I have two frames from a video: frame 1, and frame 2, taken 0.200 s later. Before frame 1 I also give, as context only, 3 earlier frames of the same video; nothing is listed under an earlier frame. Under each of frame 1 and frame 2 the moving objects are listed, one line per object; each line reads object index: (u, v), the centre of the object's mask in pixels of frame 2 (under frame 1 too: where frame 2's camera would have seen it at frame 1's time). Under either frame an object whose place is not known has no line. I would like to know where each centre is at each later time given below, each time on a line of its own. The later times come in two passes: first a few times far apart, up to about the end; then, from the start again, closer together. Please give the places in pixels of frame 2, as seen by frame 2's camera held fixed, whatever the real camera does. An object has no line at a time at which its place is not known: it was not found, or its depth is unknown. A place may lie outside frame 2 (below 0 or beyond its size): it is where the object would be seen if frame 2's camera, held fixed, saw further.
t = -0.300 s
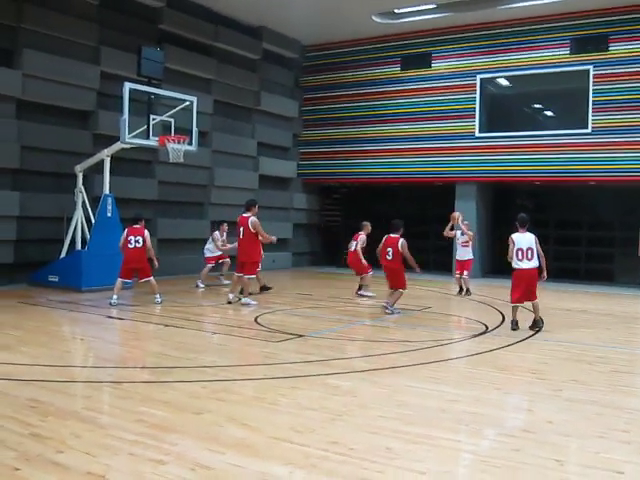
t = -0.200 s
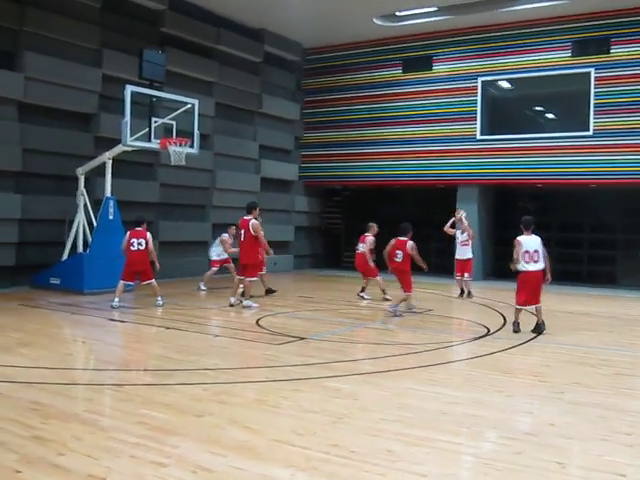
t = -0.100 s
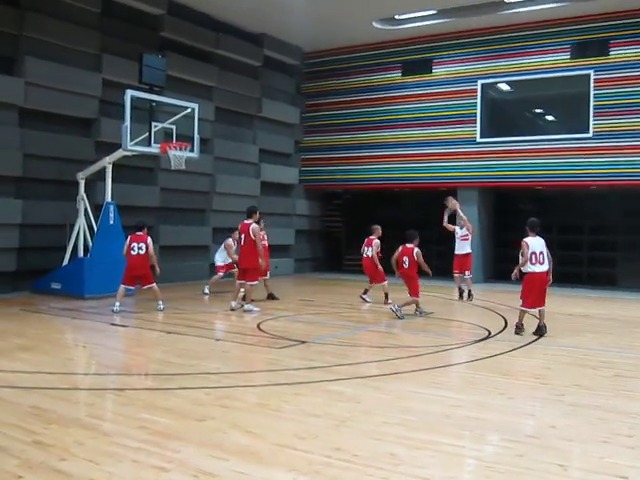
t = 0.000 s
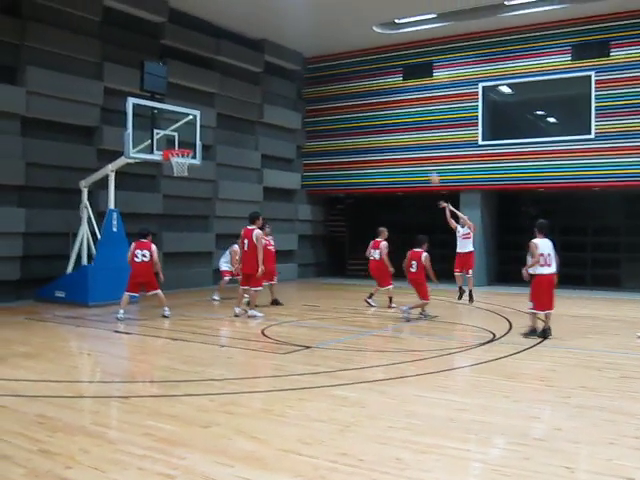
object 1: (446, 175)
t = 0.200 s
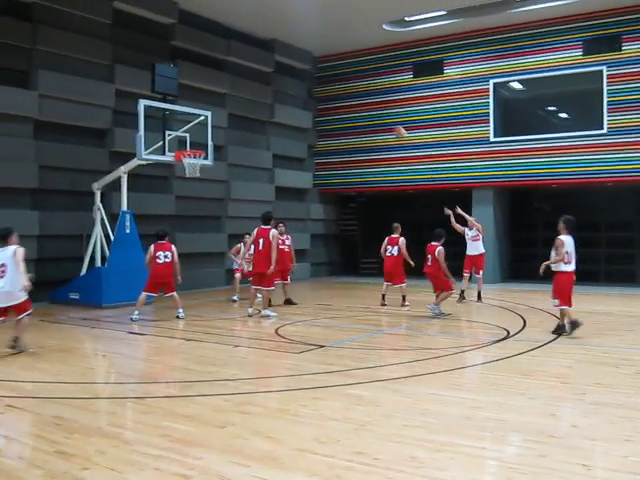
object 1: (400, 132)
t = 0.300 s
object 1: (376, 117)
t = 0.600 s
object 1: (303, 99)
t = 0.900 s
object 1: (230, 123)
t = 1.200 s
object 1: (176, 133)
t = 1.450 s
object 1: (155, 139)
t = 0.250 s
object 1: (388, 124)
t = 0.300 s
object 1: (376, 117)
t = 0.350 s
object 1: (364, 111)
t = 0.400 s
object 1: (352, 106)
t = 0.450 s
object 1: (340, 102)
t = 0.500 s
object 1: (328, 100)
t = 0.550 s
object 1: (316, 100)
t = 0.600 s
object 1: (303, 99)
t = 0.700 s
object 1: (279, 101)
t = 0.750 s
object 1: (266, 105)
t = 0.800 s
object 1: (254, 110)
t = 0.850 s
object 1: (242, 116)
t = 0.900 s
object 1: (230, 123)
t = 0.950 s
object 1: (218, 132)
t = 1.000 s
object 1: (202, 142)
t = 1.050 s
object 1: (196, 142)
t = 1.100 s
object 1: (190, 138)
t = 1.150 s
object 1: (183, 135)
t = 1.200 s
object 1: (176, 133)
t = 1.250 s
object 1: (170, 132)
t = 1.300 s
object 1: (164, 134)
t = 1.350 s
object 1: (157, 136)
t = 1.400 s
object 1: (155, 138)
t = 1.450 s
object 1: (155, 139)
